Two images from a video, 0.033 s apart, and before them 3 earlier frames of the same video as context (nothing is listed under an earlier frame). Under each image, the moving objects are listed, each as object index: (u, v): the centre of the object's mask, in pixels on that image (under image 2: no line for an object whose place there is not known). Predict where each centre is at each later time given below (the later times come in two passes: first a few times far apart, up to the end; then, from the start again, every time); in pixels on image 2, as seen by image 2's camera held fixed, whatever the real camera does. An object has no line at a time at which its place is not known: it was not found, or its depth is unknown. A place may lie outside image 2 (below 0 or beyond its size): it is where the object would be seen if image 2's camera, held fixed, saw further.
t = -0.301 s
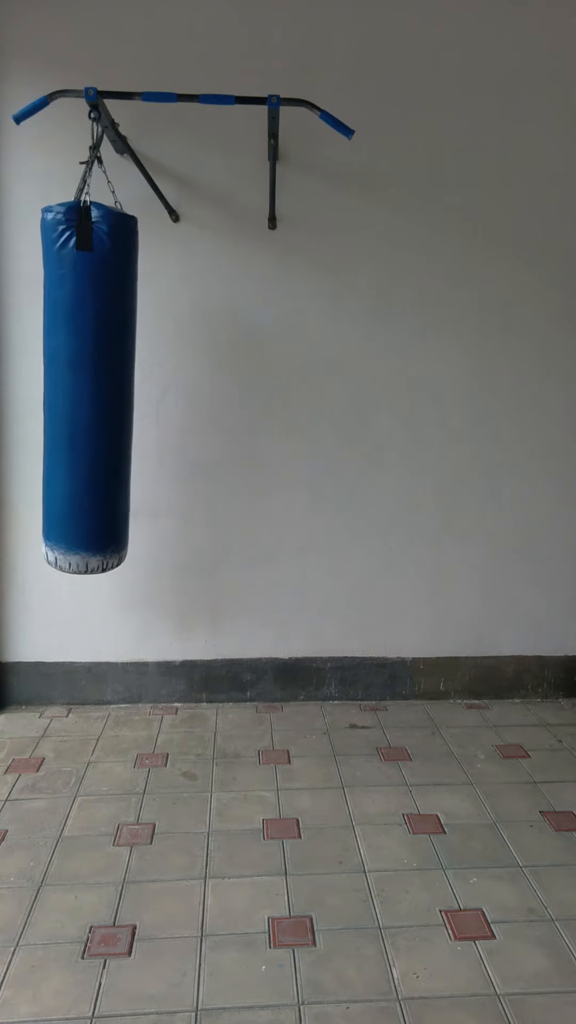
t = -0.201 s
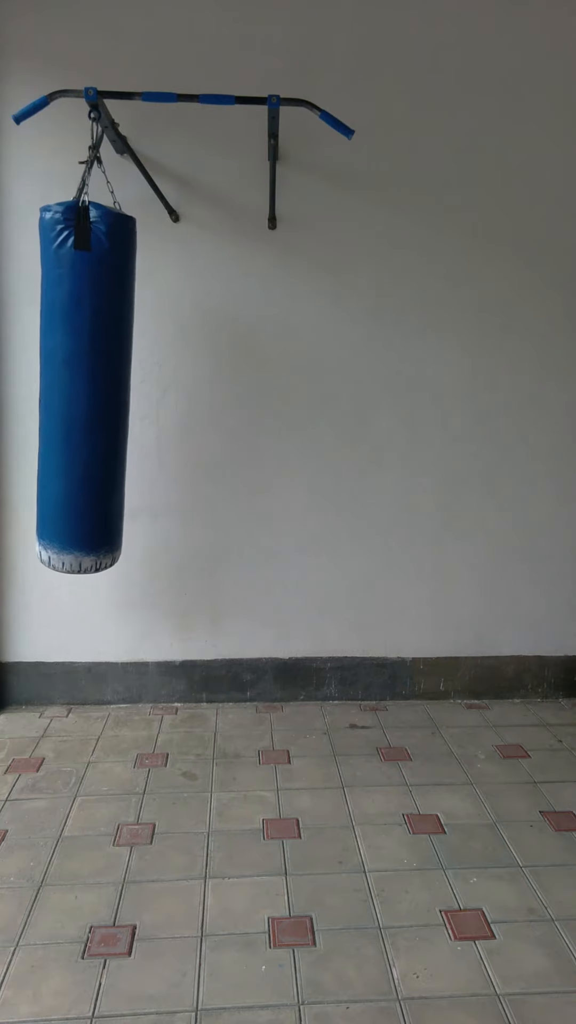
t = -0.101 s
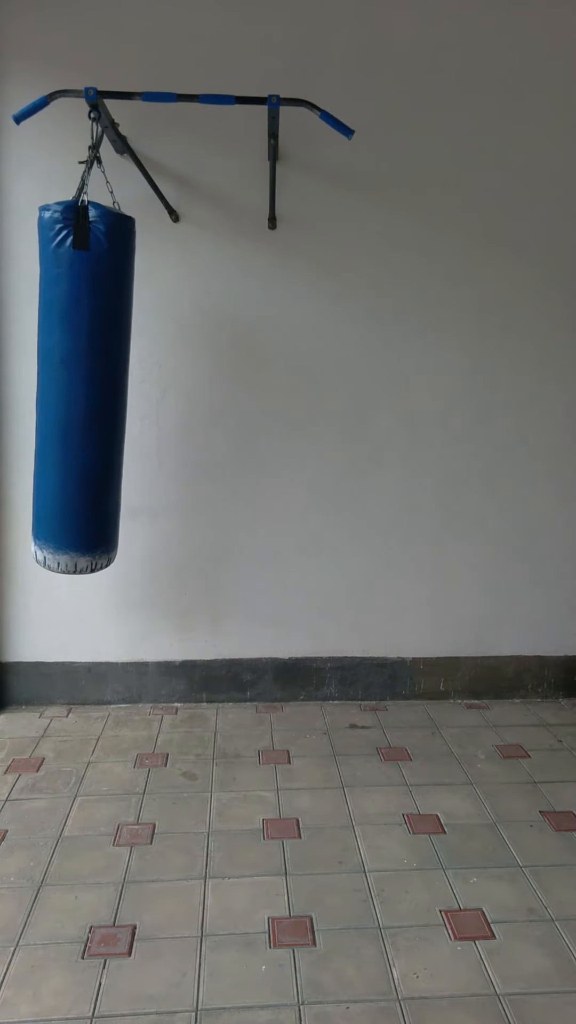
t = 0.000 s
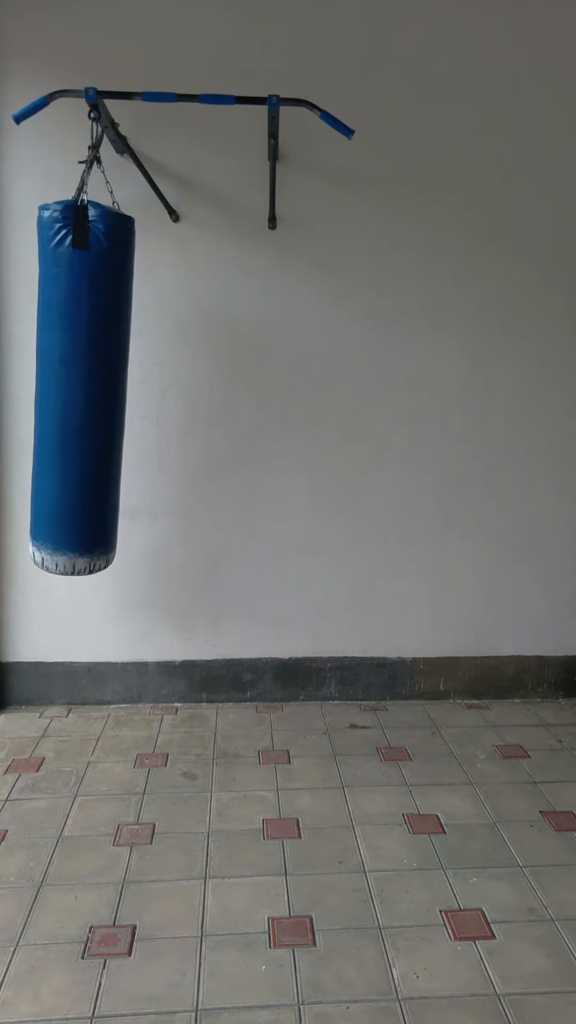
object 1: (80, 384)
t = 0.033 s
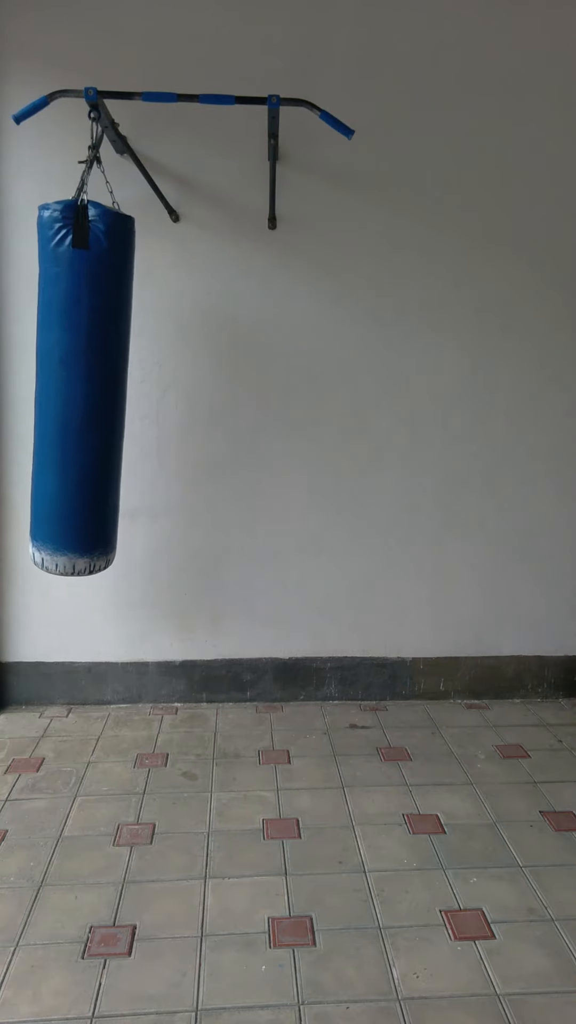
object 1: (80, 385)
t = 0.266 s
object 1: (85, 387)
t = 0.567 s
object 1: (101, 389)
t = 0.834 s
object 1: (114, 389)
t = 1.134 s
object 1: (118, 388)
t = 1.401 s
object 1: (109, 387)
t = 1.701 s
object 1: (93, 385)
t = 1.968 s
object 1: (82, 384)
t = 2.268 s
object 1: (81, 386)
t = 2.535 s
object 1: (92, 388)
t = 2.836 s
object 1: (110, 389)
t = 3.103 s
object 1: (118, 388)
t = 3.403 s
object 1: (114, 387)
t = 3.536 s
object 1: (108, 387)
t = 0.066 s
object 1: (80, 385)
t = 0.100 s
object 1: (81, 385)
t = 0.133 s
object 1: (81, 385)
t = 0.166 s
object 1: (82, 386)
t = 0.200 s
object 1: (83, 386)
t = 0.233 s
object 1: (84, 386)
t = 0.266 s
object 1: (85, 387)
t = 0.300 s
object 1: (86, 387)
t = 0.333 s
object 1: (88, 388)
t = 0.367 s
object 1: (89, 388)
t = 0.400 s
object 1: (91, 388)
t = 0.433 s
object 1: (93, 388)
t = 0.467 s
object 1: (95, 388)
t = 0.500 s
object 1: (97, 389)
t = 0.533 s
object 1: (99, 389)
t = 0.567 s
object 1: (101, 389)
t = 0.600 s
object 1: (102, 389)
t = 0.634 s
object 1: (104, 389)
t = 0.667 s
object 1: (106, 389)
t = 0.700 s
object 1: (108, 389)
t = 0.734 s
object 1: (110, 389)
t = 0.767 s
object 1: (111, 389)
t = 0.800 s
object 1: (113, 389)
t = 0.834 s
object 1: (114, 389)
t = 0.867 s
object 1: (115, 388)
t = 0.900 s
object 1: (116, 388)
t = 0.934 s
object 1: (117, 388)
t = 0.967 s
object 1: (118, 388)
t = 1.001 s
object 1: (118, 388)
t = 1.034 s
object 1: (118, 388)
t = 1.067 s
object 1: (118, 388)
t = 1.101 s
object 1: (118, 388)
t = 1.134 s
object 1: (118, 388)
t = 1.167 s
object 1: (117, 388)
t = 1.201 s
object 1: (117, 388)
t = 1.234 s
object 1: (116, 387)
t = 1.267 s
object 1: (115, 387)
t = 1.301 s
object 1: (114, 387)
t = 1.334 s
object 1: (112, 387)
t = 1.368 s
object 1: (111, 387)
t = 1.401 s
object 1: (109, 387)
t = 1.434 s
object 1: (108, 386)
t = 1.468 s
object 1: (106, 386)
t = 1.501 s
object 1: (104, 386)
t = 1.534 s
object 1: (102, 386)
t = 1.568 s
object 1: (100, 386)
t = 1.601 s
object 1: (98, 385)
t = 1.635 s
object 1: (97, 385)
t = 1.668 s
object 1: (95, 385)
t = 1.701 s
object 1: (93, 385)
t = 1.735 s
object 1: (91, 384)
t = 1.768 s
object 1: (89, 384)
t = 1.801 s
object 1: (88, 384)
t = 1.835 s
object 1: (86, 384)
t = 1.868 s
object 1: (85, 384)
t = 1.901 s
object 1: (84, 384)
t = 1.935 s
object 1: (83, 384)
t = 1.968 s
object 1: (82, 384)
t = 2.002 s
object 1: (81, 384)
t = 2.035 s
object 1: (81, 384)
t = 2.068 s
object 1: (80, 384)
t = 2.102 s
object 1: (80, 384)
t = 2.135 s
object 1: (80, 384)
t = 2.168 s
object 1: (80, 385)
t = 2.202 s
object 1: (80, 385)
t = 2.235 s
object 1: (81, 385)
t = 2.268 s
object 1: (81, 386)
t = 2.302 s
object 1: (82, 386)
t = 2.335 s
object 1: (83, 387)
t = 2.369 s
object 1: (85, 387)
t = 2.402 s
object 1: (86, 387)
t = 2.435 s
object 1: (87, 388)
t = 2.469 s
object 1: (89, 388)
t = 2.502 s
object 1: (91, 388)
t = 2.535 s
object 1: (92, 388)
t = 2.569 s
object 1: (94, 388)
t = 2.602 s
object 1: (96, 389)
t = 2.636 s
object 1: (98, 389)
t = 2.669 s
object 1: (100, 389)
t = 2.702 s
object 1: (102, 389)
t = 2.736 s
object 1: (104, 389)
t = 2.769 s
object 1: (106, 389)
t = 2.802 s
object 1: (108, 389)
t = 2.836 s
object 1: (110, 389)
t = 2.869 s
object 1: (111, 389)
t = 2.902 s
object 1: (113, 389)
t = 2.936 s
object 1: (114, 388)
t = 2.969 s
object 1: (115, 388)
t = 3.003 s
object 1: (116, 388)
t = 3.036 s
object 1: (117, 388)
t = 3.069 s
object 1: (118, 388)
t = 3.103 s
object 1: (118, 388)
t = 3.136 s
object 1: (119, 388)
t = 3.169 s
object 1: (119, 388)
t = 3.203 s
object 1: (119, 388)
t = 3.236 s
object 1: (118, 388)
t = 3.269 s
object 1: (118, 388)
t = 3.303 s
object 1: (117, 388)
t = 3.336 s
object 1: (116, 387)
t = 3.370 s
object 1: (115, 387)
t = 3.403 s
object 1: (114, 387)
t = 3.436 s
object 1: (113, 387)
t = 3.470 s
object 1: (111, 387)
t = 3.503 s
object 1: (110, 387)
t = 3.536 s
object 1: (108, 387)
